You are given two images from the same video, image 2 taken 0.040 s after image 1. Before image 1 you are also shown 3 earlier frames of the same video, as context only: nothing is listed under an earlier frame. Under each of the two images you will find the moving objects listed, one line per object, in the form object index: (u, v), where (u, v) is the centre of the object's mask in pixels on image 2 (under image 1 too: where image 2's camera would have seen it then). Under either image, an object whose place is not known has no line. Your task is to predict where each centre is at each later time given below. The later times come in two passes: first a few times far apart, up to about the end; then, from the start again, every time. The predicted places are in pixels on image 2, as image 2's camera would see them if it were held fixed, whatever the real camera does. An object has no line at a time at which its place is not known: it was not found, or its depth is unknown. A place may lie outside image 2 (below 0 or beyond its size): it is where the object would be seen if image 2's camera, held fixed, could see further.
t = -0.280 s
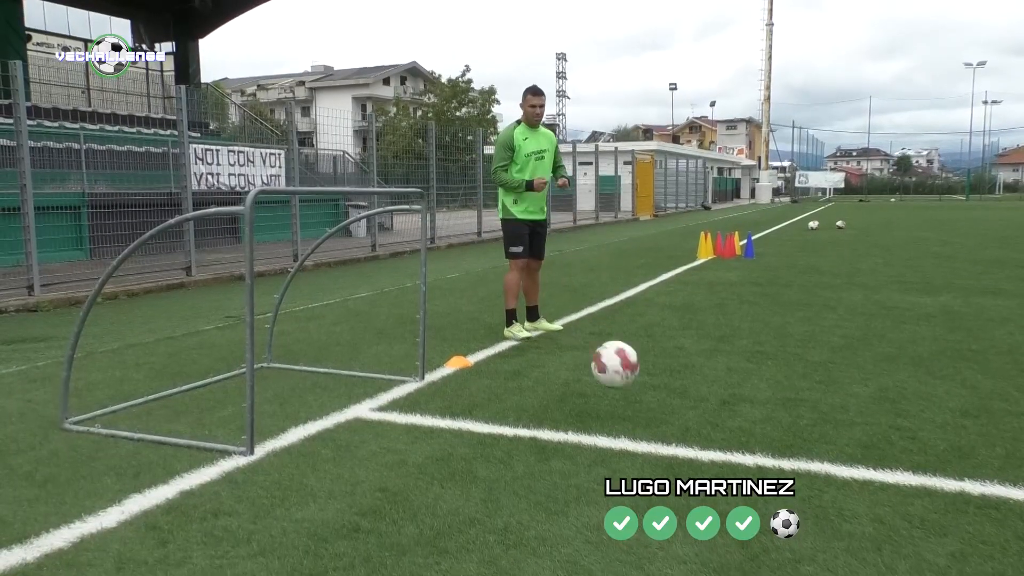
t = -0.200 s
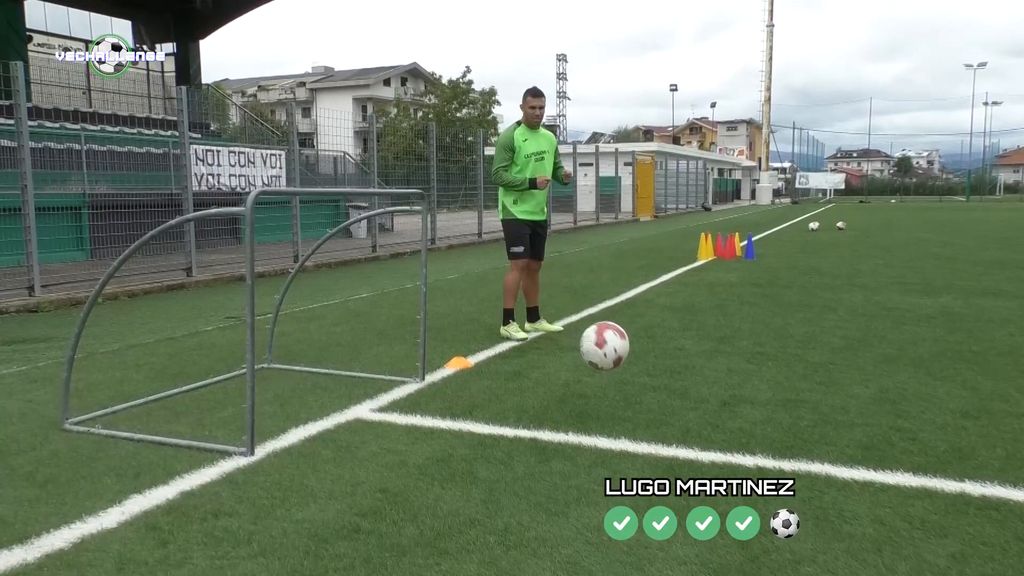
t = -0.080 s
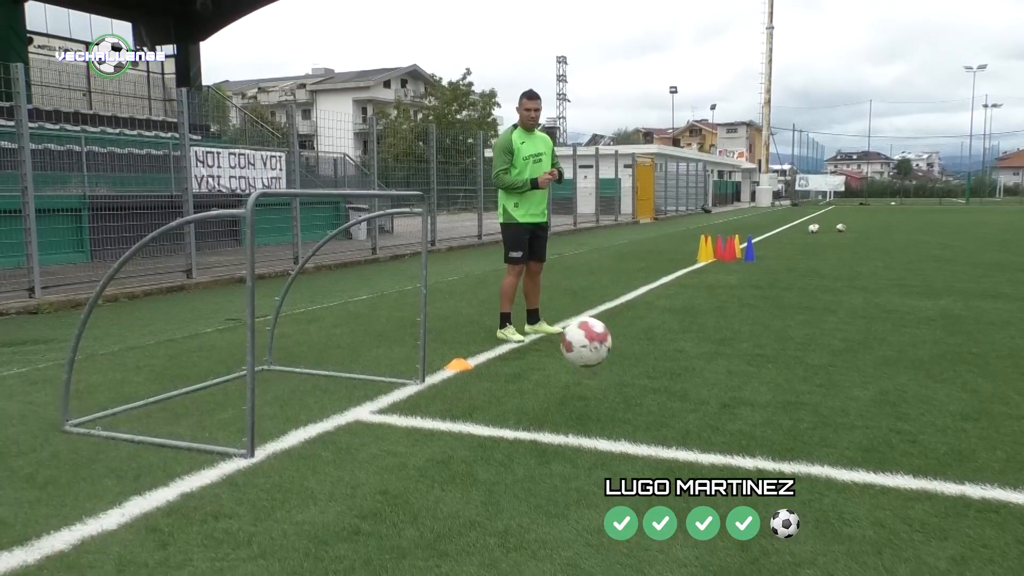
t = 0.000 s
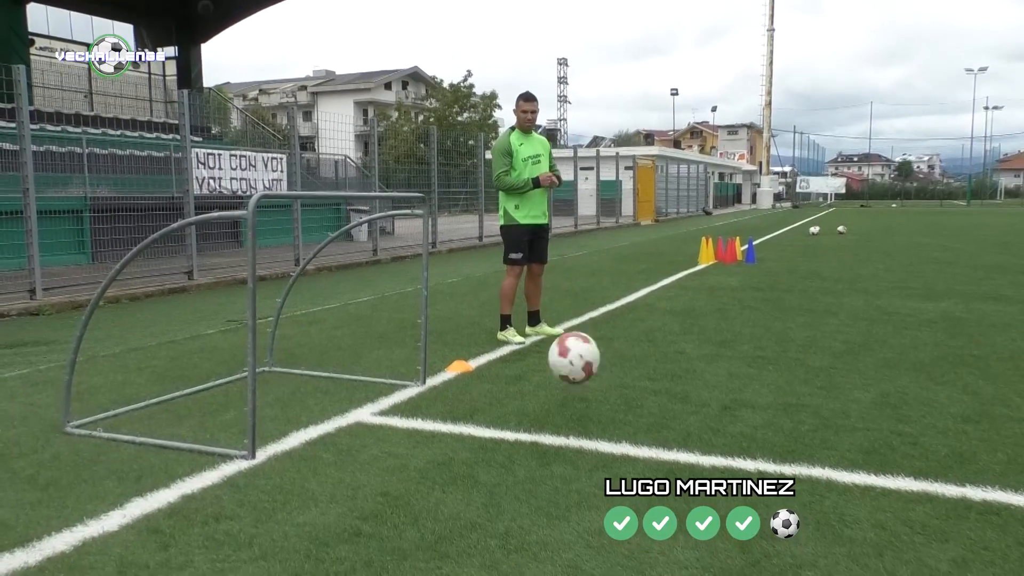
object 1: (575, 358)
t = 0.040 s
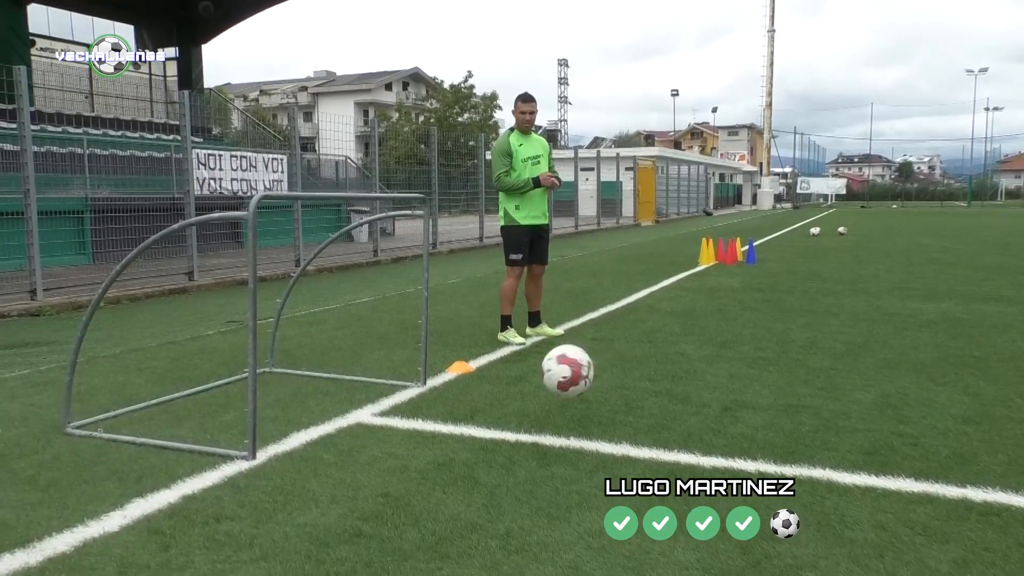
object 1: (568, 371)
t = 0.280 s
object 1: (502, 402)
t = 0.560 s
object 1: (401, 429)
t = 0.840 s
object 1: (311, 425)
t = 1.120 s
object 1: (231, 424)
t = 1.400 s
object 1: (177, 418)
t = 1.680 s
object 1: (151, 409)
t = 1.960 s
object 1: (131, 402)
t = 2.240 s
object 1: (117, 391)
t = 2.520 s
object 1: (112, 396)
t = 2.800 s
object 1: (108, 397)
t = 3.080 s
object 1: (108, 396)
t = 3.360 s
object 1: (109, 396)
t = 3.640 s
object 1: (109, 396)
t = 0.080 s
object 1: (560, 387)
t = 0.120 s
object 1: (553, 408)
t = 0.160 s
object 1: (546, 434)
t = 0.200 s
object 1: (532, 425)
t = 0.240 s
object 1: (517, 412)
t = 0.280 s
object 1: (502, 402)
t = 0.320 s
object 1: (487, 396)
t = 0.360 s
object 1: (472, 394)
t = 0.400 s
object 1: (457, 395)
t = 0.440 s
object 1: (443, 400)
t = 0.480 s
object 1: (429, 410)
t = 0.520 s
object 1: (415, 422)
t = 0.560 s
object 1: (401, 429)
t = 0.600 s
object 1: (387, 419)
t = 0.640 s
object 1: (375, 413)
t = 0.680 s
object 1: (362, 410)
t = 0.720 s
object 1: (349, 412)
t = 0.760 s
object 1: (336, 417)
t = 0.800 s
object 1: (324, 426)
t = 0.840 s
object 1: (311, 425)
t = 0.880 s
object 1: (298, 421)
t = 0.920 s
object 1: (286, 421)
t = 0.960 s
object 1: (277, 423)
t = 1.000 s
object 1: (267, 425)
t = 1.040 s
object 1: (256, 423)
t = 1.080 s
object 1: (245, 424)
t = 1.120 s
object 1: (231, 424)
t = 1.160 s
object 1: (226, 423)
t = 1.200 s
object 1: (219, 422)
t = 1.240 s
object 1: (210, 421)
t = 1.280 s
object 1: (202, 420)
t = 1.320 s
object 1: (194, 419)
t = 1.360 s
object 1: (185, 419)
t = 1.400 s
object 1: (177, 418)
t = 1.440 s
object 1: (169, 417)
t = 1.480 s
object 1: (162, 416)
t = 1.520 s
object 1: (160, 413)
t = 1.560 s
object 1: (158, 411)
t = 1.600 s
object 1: (157, 412)
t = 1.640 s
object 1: (154, 410)
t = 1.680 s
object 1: (151, 409)
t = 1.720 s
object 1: (148, 408)
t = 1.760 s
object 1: (144, 408)
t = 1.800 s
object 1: (142, 407)
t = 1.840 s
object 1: (139, 405)
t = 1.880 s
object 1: (137, 404)
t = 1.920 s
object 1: (134, 403)
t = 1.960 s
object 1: (131, 402)
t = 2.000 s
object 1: (128, 401)
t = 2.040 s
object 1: (124, 401)
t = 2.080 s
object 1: (123, 398)
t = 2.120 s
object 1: (121, 395)
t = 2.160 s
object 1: (120, 392)
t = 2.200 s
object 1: (118, 390)
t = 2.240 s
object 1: (117, 391)
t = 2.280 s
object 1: (116, 394)
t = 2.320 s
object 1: (115, 393)
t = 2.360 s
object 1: (115, 394)
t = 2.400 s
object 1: (115, 395)
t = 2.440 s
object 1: (114, 395)
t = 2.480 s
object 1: (113, 396)
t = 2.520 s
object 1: (112, 396)
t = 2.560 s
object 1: (111, 396)
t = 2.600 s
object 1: (111, 396)
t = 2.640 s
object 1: (110, 397)
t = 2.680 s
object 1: (109, 397)
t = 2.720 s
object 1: (109, 397)
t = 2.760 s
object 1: (109, 397)
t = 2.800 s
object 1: (108, 397)
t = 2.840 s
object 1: (108, 397)
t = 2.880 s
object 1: (109, 397)
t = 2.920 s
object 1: (108, 397)
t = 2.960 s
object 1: (108, 397)
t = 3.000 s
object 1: (108, 397)
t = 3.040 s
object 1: (108, 397)
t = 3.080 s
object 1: (108, 396)
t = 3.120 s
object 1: (109, 396)
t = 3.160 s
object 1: (109, 396)
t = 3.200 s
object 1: (109, 397)
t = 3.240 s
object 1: (109, 397)
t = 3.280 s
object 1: (108, 397)
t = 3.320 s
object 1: (109, 397)
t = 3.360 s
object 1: (109, 396)
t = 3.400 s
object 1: (109, 396)
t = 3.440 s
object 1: (109, 396)
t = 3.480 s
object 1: (109, 396)
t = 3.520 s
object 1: (109, 396)
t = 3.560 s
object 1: (109, 397)
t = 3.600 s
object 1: (109, 396)
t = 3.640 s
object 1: (109, 396)
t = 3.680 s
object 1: (110, 397)
